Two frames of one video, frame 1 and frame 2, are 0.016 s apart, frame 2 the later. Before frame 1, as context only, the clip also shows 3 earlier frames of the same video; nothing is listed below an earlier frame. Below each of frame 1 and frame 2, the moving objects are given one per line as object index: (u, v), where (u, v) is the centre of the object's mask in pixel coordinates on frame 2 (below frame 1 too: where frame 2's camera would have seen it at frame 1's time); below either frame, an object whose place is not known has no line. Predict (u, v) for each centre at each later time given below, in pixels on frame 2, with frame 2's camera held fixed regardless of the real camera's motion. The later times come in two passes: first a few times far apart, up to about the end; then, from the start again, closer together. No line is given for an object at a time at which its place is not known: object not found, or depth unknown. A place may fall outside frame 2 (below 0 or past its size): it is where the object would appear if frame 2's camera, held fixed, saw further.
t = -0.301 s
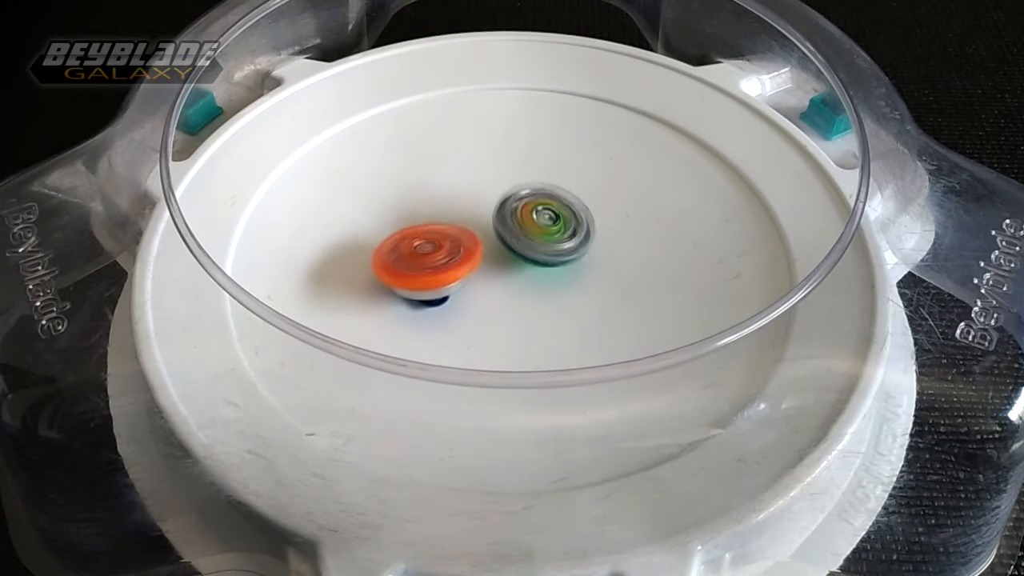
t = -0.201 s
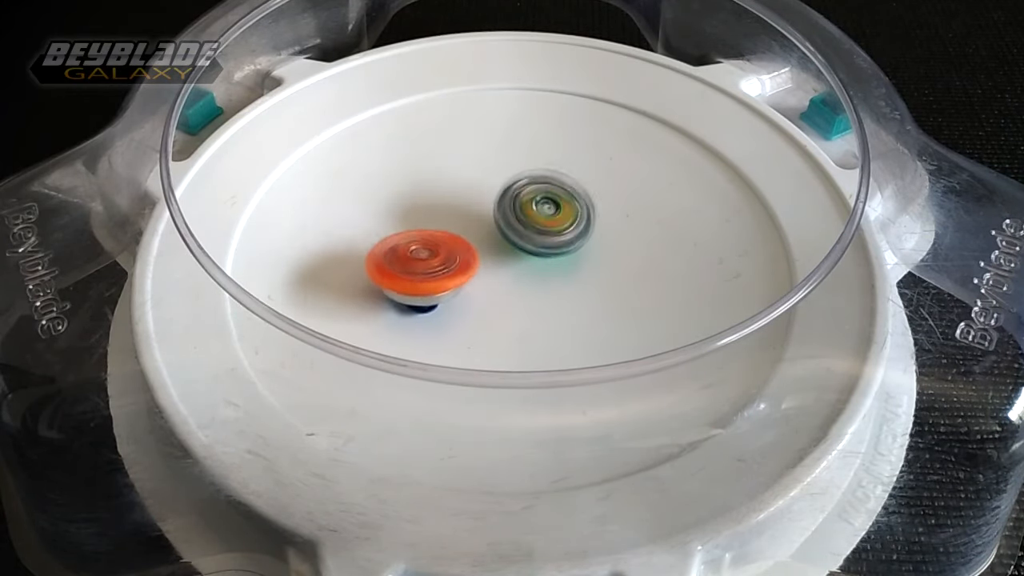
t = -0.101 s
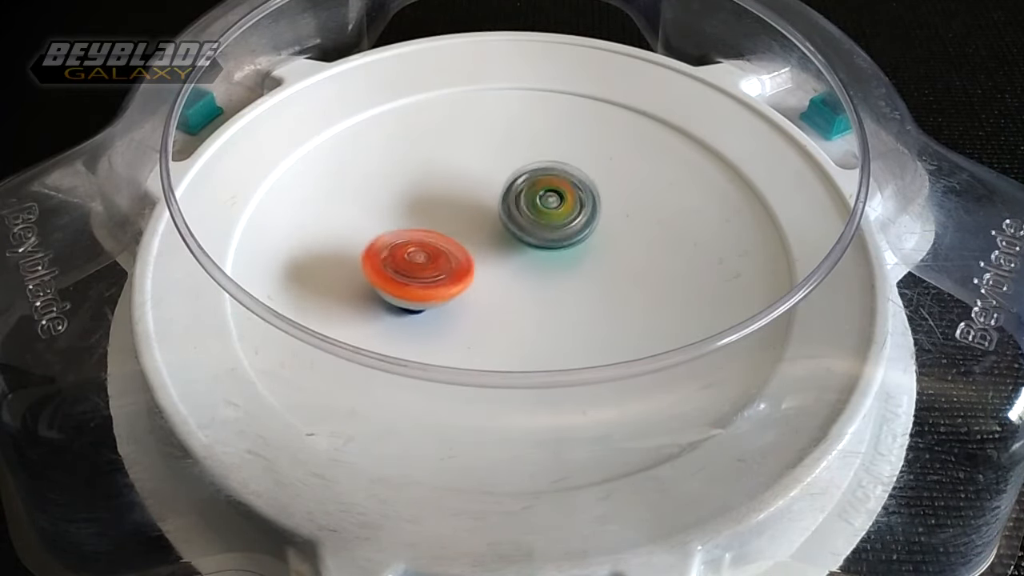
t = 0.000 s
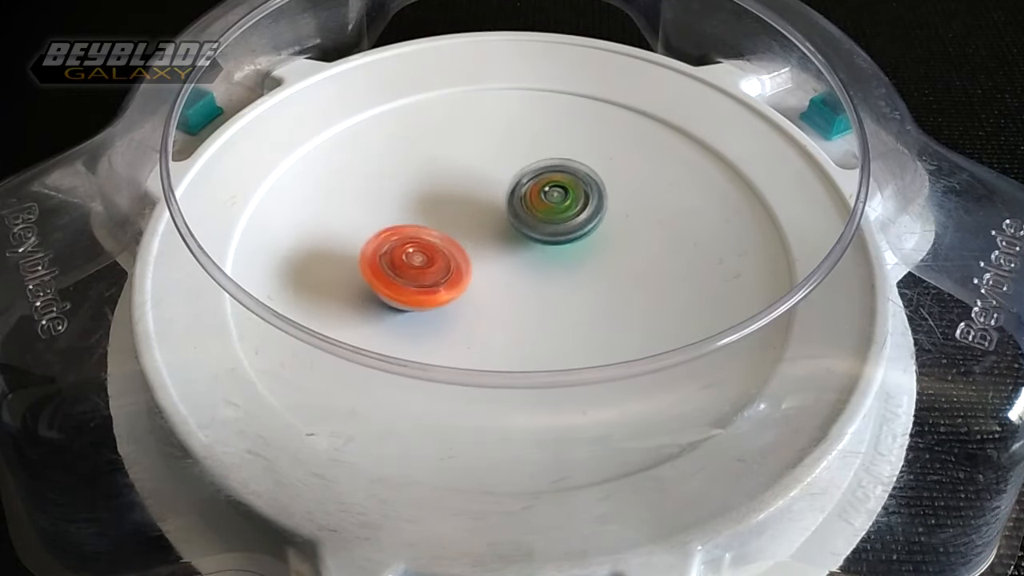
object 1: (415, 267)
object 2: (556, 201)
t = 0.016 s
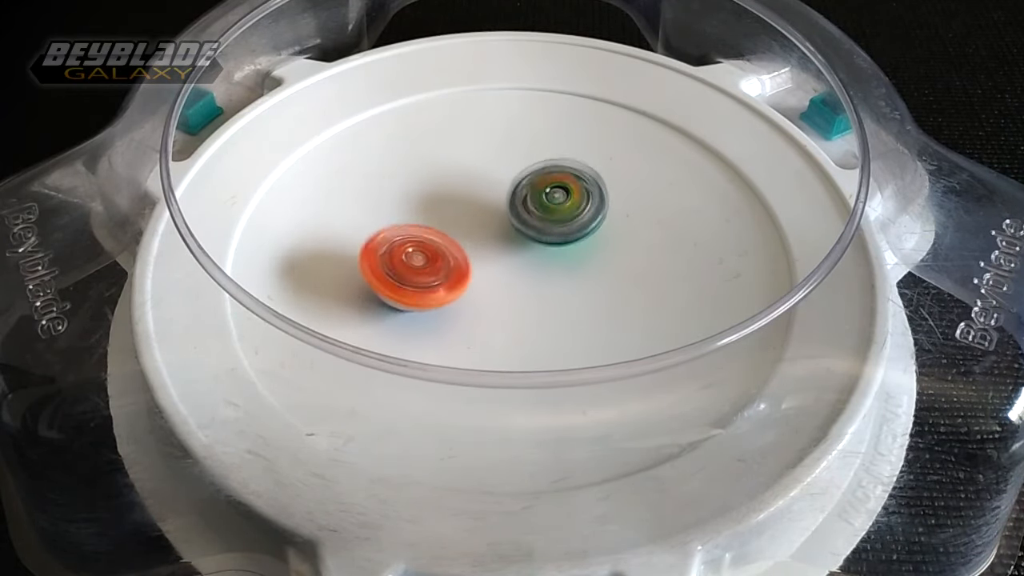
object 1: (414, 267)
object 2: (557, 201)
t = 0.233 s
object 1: (431, 268)
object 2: (555, 214)
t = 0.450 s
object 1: (450, 278)
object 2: (536, 228)
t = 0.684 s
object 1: (440, 304)
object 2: (519, 219)
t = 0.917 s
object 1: (443, 303)
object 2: (503, 210)
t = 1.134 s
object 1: (468, 300)
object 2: (500, 214)
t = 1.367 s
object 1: (508, 320)
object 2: (508, 218)
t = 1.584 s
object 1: (523, 329)
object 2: (513, 226)
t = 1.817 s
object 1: (531, 321)
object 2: (499, 239)
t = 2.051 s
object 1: (546, 311)
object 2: (493, 216)
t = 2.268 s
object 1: (560, 307)
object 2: (507, 216)
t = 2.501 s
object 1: (564, 306)
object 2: (522, 235)
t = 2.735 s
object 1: (567, 303)
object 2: (523, 220)
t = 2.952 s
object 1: (566, 290)
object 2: (526, 216)
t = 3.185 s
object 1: (556, 310)
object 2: (535, 204)
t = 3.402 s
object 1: (537, 302)
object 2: (532, 214)
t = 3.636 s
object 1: (519, 290)
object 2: (536, 201)
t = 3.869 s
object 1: (525, 286)
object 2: (541, 199)
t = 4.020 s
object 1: (505, 284)
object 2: (561, 227)
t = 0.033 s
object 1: (415, 266)
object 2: (557, 202)
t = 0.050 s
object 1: (416, 266)
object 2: (559, 201)
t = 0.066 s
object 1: (416, 266)
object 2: (560, 202)
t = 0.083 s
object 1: (418, 266)
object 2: (560, 204)
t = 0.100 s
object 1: (419, 266)
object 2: (559, 205)
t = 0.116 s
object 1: (420, 266)
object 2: (560, 206)
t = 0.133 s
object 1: (422, 267)
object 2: (561, 207)
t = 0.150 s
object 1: (423, 266)
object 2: (559, 209)
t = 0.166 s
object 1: (424, 266)
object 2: (559, 209)
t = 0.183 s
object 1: (426, 267)
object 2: (558, 211)
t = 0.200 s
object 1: (427, 268)
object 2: (557, 212)
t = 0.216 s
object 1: (429, 267)
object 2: (555, 214)
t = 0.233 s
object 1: (431, 268)
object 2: (555, 214)
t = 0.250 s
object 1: (432, 269)
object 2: (554, 216)
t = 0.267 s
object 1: (435, 269)
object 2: (551, 217)
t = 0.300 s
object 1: (436, 270)
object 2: (550, 218)
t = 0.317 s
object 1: (438, 270)
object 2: (548, 219)
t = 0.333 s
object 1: (442, 270)
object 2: (547, 220)
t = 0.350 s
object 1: (443, 271)
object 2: (544, 222)
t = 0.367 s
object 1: (446, 271)
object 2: (541, 224)
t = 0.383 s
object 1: (451, 272)
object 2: (540, 226)
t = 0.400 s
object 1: (454, 273)
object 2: (538, 226)
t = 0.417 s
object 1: (456, 274)
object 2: (537, 227)
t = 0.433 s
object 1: (455, 274)
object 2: (536, 228)
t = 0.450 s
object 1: (450, 278)
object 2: (536, 228)
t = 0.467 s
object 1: (446, 281)
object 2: (537, 226)
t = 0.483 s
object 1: (444, 285)
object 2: (538, 225)
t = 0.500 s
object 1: (442, 289)
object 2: (539, 225)
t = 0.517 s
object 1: (441, 292)
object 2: (538, 225)
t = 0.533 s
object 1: (440, 294)
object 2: (536, 224)
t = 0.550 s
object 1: (440, 297)
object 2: (534, 224)
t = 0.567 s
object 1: (440, 298)
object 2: (531, 223)
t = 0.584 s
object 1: (440, 299)
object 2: (527, 222)
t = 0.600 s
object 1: (439, 301)
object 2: (526, 222)
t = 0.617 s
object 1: (439, 302)
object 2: (525, 221)
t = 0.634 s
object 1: (440, 303)
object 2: (524, 221)
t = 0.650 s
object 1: (439, 303)
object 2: (522, 220)
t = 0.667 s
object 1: (439, 304)
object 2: (521, 220)
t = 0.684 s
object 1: (440, 304)
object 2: (519, 219)
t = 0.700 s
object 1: (440, 305)
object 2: (517, 218)
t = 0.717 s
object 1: (439, 305)
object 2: (515, 217)
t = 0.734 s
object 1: (440, 306)
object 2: (514, 216)
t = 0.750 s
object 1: (439, 306)
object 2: (513, 215)
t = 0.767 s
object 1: (439, 306)
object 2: (511, 215)
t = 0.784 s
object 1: (440, 306)
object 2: (510, 214)
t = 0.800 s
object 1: (439, 306)
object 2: (509, 213)
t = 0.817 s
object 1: (439, 305)
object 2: (508, 213)
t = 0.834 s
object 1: (440, 305)
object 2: (506, 212)
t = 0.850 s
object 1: (440, 305)
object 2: (505, 211)
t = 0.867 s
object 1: (440, 304)
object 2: (505, 210)
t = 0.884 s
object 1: (442, 305)
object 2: (505, 210)
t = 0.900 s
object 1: (442, 304)
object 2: (504, 210)
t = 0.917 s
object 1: (443, 303)
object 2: (503, 210)
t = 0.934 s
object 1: (445, 303)
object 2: (503, 210)
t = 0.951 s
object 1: (446, 303)
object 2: (502, 210)
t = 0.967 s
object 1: (447, 303)
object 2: (502, 210)
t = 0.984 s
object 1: (449, 303)
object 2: (501, 210)
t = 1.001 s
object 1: (450, 303)
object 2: (501, 210)
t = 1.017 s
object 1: (451, 303)
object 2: (501, 210)
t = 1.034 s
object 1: (453, 303)
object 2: (500, 211)
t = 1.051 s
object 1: (455, 303)
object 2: (500, 211)
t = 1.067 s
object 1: (456, 302)
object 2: (500, 212)
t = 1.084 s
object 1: (459, 302)
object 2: (500, 212)
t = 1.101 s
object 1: (461, 302)
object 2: (499, 213)
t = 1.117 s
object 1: (463, 301)
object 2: (500, 213)
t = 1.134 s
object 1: (468, 300)
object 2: (500, 214)
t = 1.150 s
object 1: (471, 301)
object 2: (499, 215)
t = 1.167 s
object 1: (475, 299)
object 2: (499, 215)
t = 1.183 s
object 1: (481, 298)
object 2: (499, 215)
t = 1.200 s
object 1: (485, 299)
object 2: (500, 216)
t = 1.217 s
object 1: (489, 298)
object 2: (499, 217)
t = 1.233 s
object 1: (494, 298)
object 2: (498, 217)
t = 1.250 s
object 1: (496, 299)
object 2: (498, 218)
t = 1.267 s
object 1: (497, 304)
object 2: (501, 217)
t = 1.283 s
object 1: (497, 307)
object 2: (504, 216)
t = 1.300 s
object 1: (501, 311)
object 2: (507, 215)
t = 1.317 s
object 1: (501, 314)
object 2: (509, 215)
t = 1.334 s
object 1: (503, 316)
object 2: (511, 217)
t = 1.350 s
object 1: (506, 317)
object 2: (510, 218)
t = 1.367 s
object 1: (508, 320)
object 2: (508, 218)
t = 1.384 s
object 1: (512, 322)
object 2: (508, 217)
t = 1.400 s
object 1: (514, 324)
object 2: (509, 216)
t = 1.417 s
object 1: (516, 326)
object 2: (511, 216)
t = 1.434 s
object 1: (515, 328)
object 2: (512, 217)
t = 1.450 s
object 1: (516, 329)
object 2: (512, 218)
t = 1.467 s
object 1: (518, 329)
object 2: (513, 219)
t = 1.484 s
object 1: (518, 330)
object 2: (513, 221)
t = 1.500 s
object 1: (518, 331)
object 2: (512, 221)
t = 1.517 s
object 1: (518, 330)
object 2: (511, 222)
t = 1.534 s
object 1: (519, 330)
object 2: (513, 221)
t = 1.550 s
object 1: (520, 329)
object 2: (513, 223)
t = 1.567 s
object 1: (521, 329)
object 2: (514, 224)
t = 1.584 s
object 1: (523, 329)
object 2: (513, 226)
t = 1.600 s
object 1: (523, 329)
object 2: (514, 227)
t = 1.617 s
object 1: (524, 329)
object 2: (513, 229)
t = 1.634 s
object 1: (525, 329)
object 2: (512, 230)
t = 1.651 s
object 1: (525, 329)
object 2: (510, 231)
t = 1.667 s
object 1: (525, 328)
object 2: (509, 231)
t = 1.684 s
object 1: (526, 327)
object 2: (509, 232)
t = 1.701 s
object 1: (528, 328)
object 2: (509, 234)
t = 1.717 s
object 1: (528, 327)
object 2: (507, 235)
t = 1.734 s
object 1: (529, 327)
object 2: (506, 236)
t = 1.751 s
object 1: (529, 327)
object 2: (505, 237)
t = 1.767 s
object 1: (529, 327)
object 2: (504, 238)
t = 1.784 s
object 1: (529, 325)
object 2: (501, 239)
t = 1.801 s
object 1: (529, 322)
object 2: (499, 239)
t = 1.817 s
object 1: (531, 321)
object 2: (499, 239)
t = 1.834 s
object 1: (531, 318)
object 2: (498, 239)
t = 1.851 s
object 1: (532, 315)
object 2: (495, 239)
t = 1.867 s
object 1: (533, 313)
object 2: (493, 239)
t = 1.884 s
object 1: (535, 313)
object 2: (493, 239)
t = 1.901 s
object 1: (535, 313)
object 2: (493, 237)
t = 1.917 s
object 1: (536, 313)
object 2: (493, 234)
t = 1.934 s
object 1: (539, 313)
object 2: (492, 230)
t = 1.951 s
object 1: (539, 314)
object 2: (491, 227)
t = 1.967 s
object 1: (540, 313)
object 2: (491, 224)
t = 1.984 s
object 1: (541, 313)
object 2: (490, 222)
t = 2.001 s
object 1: (542, 313)
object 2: (490, 220)
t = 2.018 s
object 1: (542, 312)
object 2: (490, 218)
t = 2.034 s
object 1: (544, 311)
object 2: (492, 217)
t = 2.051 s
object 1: (546, 311)
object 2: (493, 216)
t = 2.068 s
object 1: (547, 311)
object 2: (493, 215)
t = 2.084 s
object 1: (547, 310)
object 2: (493, 213)
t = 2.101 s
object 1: (549, 310)
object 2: (495, 213)
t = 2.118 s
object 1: (550, 310)
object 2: (496, 213)
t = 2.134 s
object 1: (550, 310)
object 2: (497, 213)
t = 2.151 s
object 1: (551, 309)
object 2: (497, 213)
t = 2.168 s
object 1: (553, 308)
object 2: (499, 212)
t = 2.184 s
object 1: (555, 308)
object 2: (501, 212)
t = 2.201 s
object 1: (555, 308)
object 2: (502, 213)
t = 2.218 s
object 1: (557, 308)
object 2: (503, 214)
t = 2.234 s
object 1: (558, 307)
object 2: (504, 214)
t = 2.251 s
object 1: (559, 308)
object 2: (506, 214)
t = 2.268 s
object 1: (560, 307)
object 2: (507, 216)
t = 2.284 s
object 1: (561, 307)
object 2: (508, 217)
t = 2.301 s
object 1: (563, 307)
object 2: (510, 219)
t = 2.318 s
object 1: (563, 306)
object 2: (511, 220)
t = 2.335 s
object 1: (564, 306)
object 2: (514, 222)
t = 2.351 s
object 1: (565, 305)
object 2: (515, 225)
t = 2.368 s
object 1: (566, 305)
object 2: (515, 228)
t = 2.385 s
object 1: (566, 304)
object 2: (515, 231)
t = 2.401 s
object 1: (567, 304)
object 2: (516, 232)
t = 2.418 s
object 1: (567, 303)
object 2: (517, 234)
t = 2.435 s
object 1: (569, 305)
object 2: (517, 235)
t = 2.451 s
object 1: (568, 306)
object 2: (517, 235)
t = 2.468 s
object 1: (567, 307)
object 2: (519, 236)
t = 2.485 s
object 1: (565, 307)
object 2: (520, 236)
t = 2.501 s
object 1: (564, 306)
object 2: (522, 235)
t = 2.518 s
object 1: (564, 306)
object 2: (522, 235)
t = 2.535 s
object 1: (566, 308)
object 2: (521, 234)
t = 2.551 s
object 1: (565, 309)
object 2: (520, 232)
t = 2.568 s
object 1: (562, 310)
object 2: (522, 231)
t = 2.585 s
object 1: (560, 310)
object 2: (524, 229)
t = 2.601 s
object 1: (559, 310)
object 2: (524, 228)
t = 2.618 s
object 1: (560, 309)
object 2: (522, 226)
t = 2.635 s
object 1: (561, 307)
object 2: (521, 225)
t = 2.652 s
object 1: (562, 306)
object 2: (520, 223)
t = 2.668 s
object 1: (563, 305)
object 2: (521, 221)
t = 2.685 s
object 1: (565, 305)
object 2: (521, 221)
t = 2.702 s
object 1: (566, 304)
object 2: (522, 220)
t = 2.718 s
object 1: (567, 304)
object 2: (523, 220)
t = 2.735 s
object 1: (567, 303)
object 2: (523, 220)
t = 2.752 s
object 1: (567, 303)
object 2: (524, 220)
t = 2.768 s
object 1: (567, 302)
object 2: (524, 220)
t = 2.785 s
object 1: (567, 301)
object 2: (523, 221)
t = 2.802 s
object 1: (567, 299)
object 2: (522, 221)
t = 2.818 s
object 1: (567, 299)
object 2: (521, 220)
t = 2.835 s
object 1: (566, 296)
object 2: (521, 219)
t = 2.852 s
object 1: (565, 294)
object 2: (522, 218)
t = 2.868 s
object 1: (566, 292)
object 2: (521, 217)
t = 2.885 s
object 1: (565, 293)
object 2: (521, 217)
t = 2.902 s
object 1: (565, 292)
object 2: (521, 216)
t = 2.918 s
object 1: (565, 292)
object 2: (523, 216)
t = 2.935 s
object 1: (565, 290)
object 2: (525, 215)
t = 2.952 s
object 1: (566, 290)
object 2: (526, 216)
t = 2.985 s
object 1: (566, 292)
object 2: (526, 216)
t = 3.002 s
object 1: (565, 292)
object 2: (526, 215)
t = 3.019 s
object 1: (563, 292)
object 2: (526, 215)
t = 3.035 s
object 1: (562, 291)
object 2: (527, 215)
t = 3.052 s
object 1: (561, 294)
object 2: (529, 214)
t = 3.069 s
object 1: (557, 298)
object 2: (530, 213)
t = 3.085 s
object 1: (557, 299)
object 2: (532, 211)
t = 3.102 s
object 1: (555, 301)
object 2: (533, 208)
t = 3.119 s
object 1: (555, 303)
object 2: (534, 207)
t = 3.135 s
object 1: (554, 306)
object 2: (535, 206)
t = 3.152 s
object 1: (555, 307)
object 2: (535, 204)
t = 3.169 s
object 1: (556, 309)
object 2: (535, 204)
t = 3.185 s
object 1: (556, 310)
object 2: (535, 204)
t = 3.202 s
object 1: (555, 311)
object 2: (533, 203)
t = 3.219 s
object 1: (554, 312)
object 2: (533, 202)
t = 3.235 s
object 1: (553, 312)
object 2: (534, 202)
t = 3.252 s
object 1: (552, 312)
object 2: (534, 202)
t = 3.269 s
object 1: (551, 311)
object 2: (534, 204)
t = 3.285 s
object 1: (550, 311)
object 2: (533, 205)
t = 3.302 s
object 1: (548, 311)
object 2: (533, 206)
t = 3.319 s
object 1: (547, 310)
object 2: (532, 206)
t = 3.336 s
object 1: (546, 310)
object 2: (532, 206)
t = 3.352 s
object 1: (543, 307)
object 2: (533, 208)
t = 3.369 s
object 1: (541, 306)
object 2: (534, 210)
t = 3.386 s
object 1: (539, 304)
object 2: (533, 212)
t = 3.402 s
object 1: (537, 302)
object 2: (532, 214)
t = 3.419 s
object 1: (536, 299)
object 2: (529, 216)
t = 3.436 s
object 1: (535, 297)
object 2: (528, 218)
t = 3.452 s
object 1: (534, 295)
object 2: (527, 219)
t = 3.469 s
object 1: (533, 294)
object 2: (527, 219)
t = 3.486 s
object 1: (531, 293)
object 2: (526, 218)
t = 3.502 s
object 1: (528, 290)
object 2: (525, 217)
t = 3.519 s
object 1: (527, 290)
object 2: (525, 217)
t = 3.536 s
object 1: (527, 289)
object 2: (525, 217)
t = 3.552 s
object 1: (527, 289)
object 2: (528, 216)
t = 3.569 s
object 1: (526, 288)
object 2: (530, 213)
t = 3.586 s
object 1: (525, 289)
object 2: (532, 212)
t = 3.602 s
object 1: (523, 291)
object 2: (534, 209)
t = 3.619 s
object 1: (521, 291)
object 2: (534, 205)
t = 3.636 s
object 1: (519, 290)
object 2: (536, 201)
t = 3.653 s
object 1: (517, 290)
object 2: (536, 199)
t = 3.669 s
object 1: (515, 288)
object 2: (537, 196)
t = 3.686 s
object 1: (515, 286)
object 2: (538, 194)
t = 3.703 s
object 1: (516, 284)
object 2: (539, 193)
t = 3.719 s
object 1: (519, 283)
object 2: (539, 192)
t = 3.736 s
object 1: (521, 283)
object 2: (540, 192)
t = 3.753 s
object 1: (523, 282)
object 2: (540, 192)
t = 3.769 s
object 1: (526, 283)
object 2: (540, 192)
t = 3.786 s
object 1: (527, 284)
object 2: (541, 193)
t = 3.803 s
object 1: (528, 285)
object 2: (541, 193)
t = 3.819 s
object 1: (529, 286)
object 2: (541, 196)
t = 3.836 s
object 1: (527, 286)
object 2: (541, 196)
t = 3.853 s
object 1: (526, 287)
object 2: (541, 197)
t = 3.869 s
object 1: (525, 286)
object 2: (541, 199)
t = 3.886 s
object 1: (524, 285)
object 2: (541, 200)
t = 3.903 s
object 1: (524, 285)
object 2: (541, 203)
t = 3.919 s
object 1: (523, 284)
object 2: (542, 204)
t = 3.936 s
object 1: (524, 283)
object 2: (542, 206)
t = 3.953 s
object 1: (522, 284)
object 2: (544, 207)
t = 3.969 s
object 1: (518, 285)
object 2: (547, 209)
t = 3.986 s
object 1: (514, 285)
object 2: (548, 216)
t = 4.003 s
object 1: (509, 285)
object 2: (554, 221)
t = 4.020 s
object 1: (505, 284)
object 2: (561, 227)
